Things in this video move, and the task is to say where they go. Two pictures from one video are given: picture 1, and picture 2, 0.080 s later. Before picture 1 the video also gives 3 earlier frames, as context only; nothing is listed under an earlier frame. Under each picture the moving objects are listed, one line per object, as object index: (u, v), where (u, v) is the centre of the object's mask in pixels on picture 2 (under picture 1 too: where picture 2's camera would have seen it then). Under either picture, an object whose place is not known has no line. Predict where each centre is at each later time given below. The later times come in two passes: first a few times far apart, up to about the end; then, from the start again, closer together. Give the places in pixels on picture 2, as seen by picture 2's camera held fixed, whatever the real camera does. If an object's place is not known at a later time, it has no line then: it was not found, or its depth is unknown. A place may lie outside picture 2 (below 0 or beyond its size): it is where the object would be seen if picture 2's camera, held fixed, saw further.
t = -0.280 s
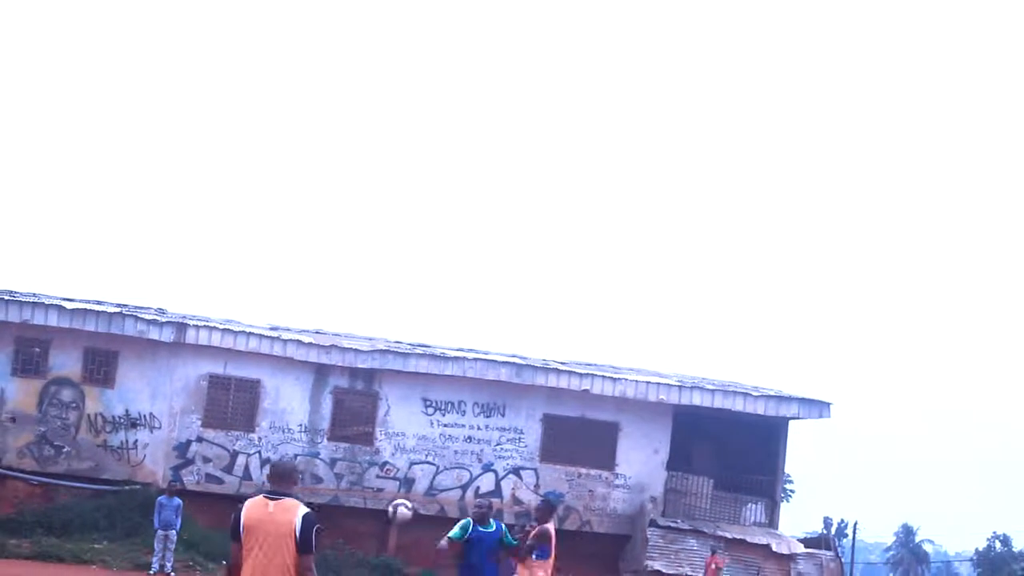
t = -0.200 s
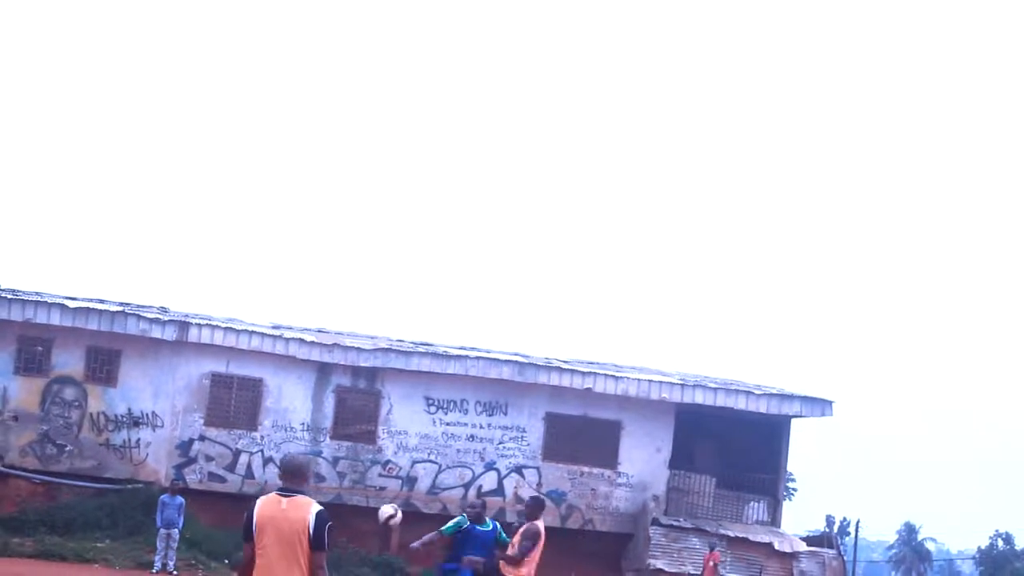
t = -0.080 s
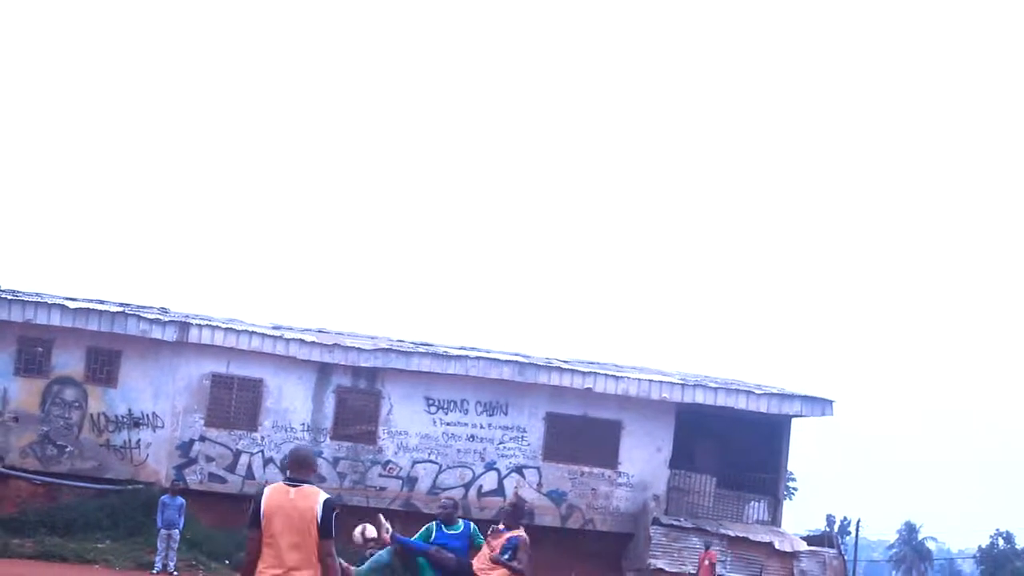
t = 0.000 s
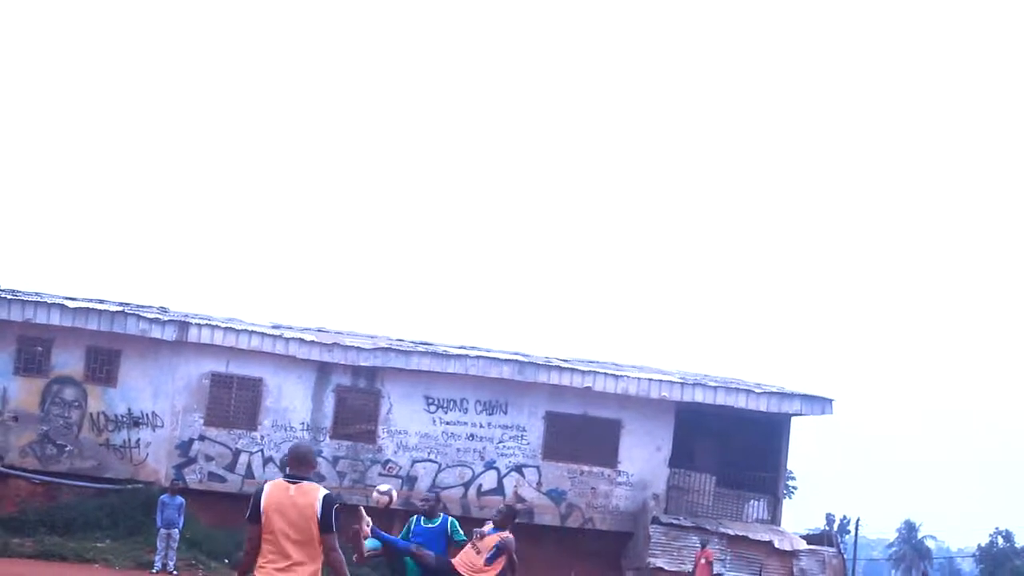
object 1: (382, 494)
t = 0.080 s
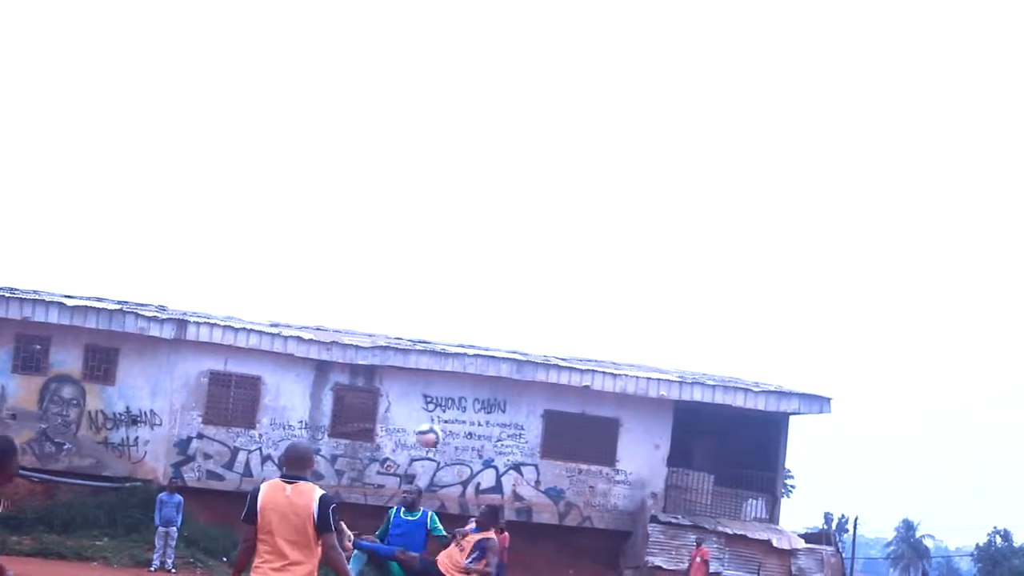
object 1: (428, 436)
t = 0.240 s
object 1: (525, 333)
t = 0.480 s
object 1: (691, 218)
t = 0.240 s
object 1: (525, 333)
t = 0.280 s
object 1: (551, 310)
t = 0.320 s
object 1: (577, 289)
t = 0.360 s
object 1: (605, 269)
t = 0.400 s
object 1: (643, 255)
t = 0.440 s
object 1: (668, 241)
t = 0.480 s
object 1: (691, 218)
